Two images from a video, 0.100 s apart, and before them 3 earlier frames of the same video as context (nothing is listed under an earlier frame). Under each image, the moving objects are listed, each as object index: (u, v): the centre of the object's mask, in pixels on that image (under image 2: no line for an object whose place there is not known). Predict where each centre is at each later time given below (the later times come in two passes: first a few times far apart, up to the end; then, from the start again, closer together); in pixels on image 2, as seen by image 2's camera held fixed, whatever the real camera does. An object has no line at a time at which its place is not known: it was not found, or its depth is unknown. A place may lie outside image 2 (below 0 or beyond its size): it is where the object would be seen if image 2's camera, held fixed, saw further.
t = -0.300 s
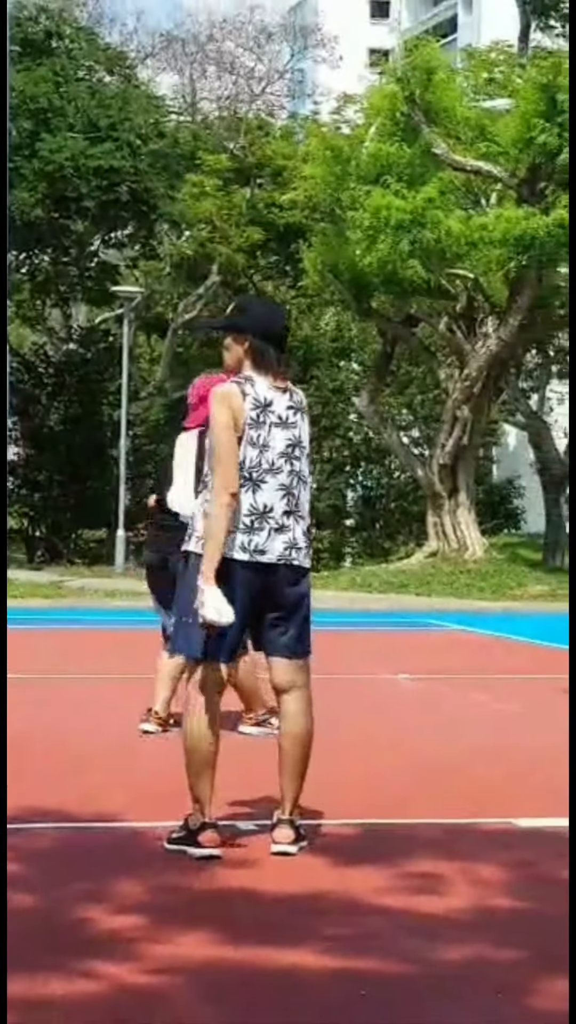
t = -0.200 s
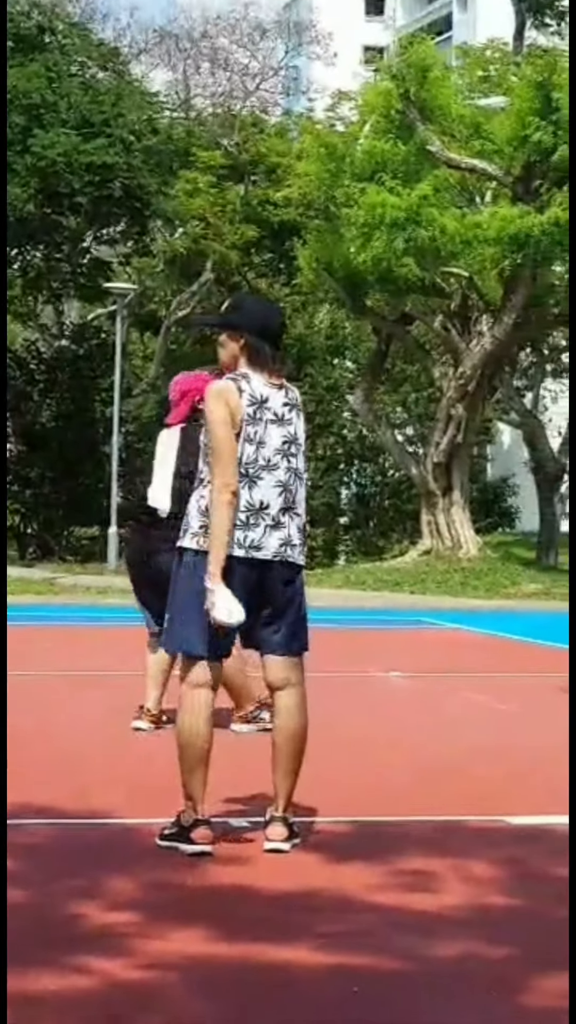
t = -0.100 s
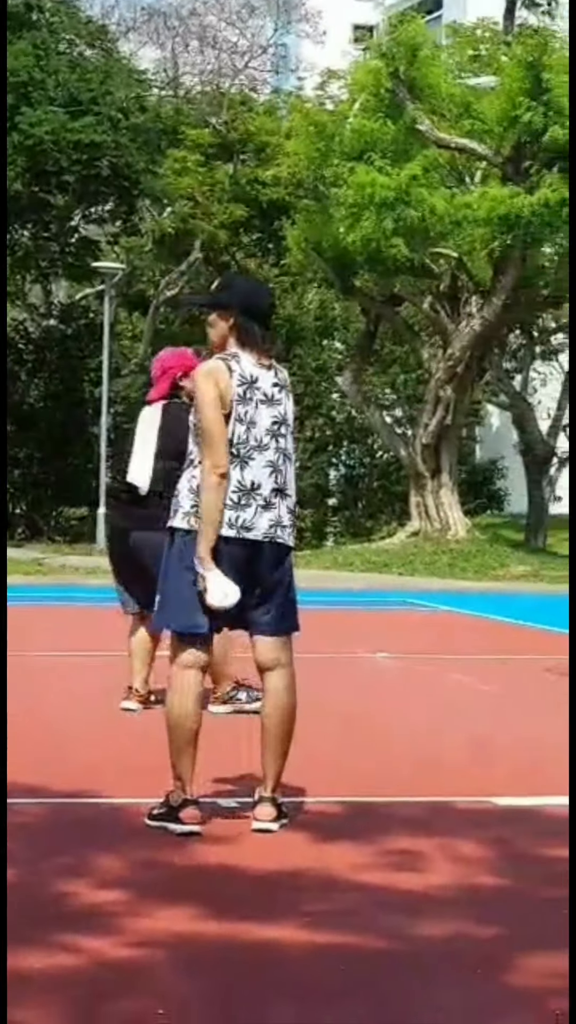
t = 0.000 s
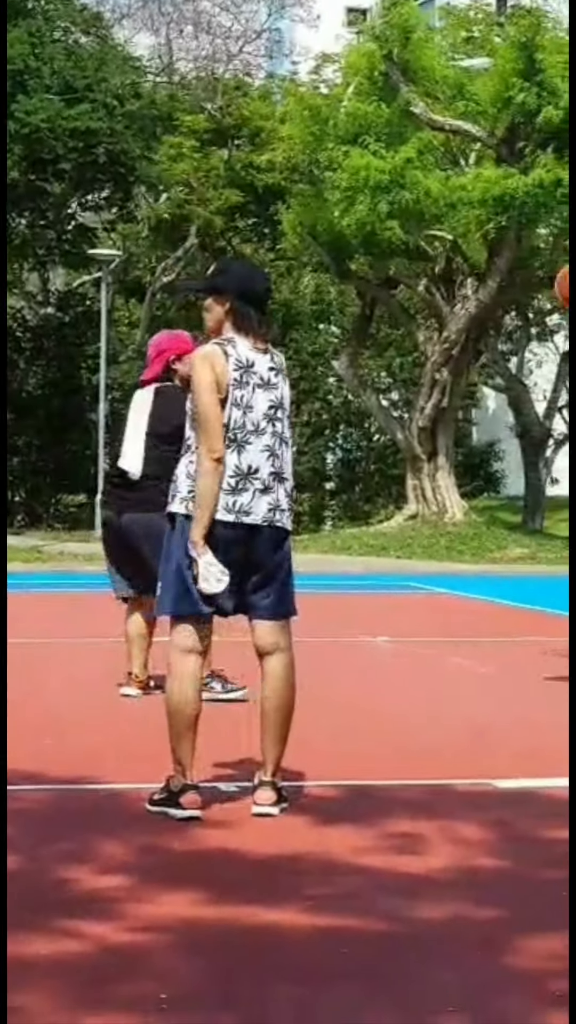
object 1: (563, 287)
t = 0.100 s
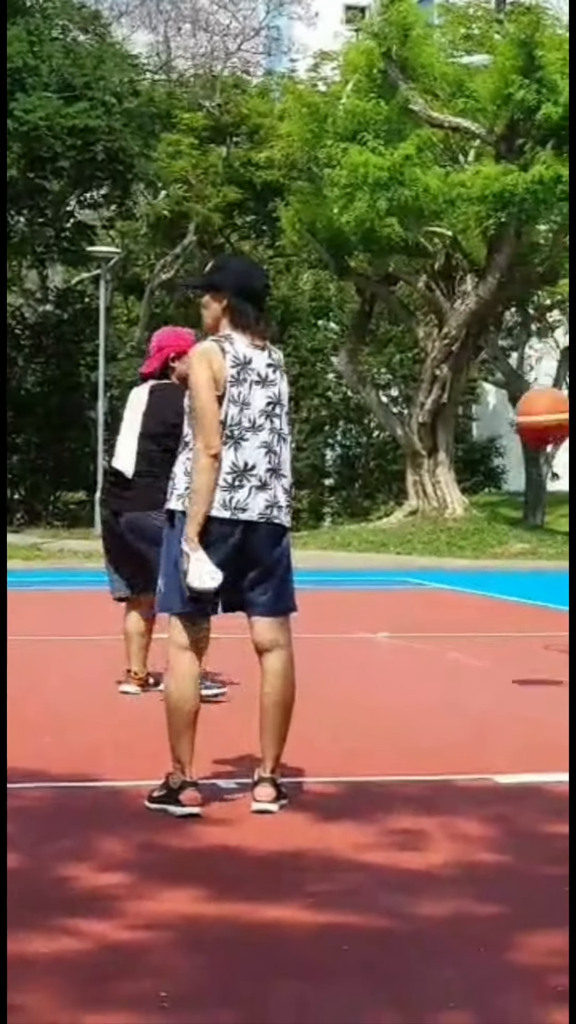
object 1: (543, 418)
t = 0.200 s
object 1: (503, 575)
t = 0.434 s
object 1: (414, 443)
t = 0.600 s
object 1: (350, 284)
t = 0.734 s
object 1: (299, 208)
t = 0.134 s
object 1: (529, 467)
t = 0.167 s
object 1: (516, 519)
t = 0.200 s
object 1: (503, 575)
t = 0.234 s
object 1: (489, 634)
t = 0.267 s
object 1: (476, 667)
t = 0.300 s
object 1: (464, 618)
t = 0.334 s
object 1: (452, 569)
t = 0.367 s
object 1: (440, 524)
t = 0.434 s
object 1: (414, 443)
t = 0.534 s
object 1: (376, 340)
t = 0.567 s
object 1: (363, 311)
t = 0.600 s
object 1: (350, 284)
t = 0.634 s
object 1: (337, 260)
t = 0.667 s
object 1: (325, 241)
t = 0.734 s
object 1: (299, 208)
